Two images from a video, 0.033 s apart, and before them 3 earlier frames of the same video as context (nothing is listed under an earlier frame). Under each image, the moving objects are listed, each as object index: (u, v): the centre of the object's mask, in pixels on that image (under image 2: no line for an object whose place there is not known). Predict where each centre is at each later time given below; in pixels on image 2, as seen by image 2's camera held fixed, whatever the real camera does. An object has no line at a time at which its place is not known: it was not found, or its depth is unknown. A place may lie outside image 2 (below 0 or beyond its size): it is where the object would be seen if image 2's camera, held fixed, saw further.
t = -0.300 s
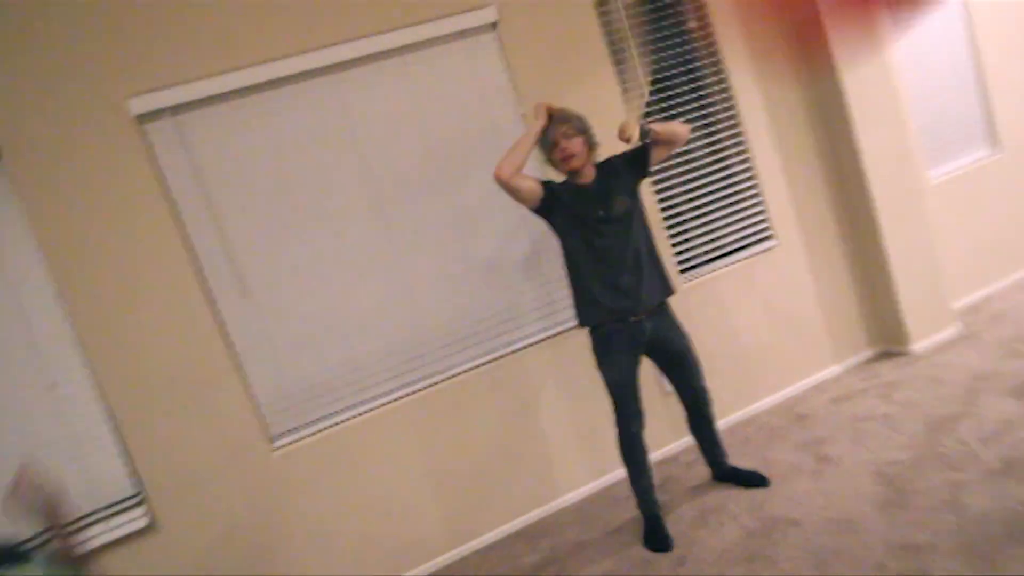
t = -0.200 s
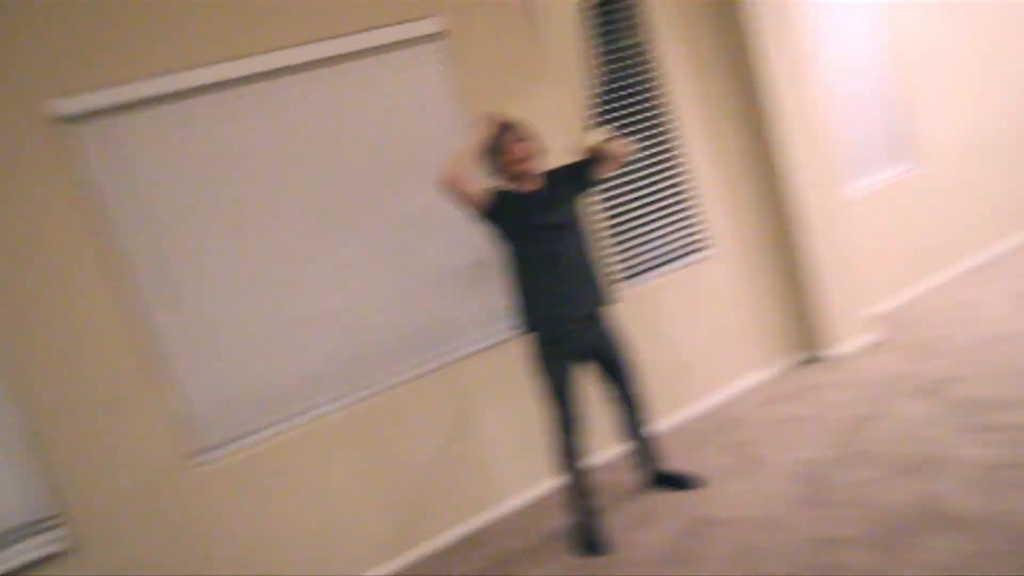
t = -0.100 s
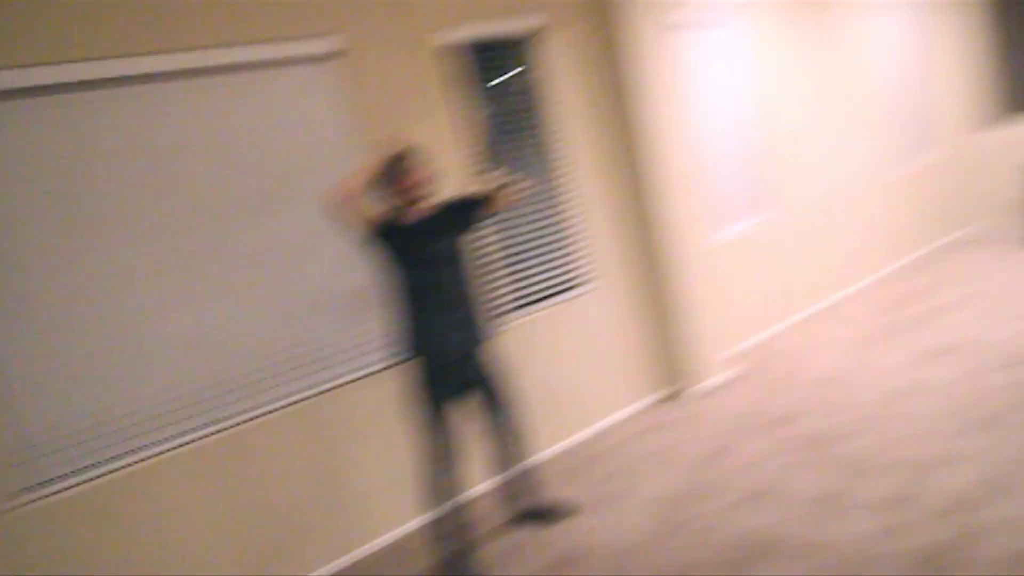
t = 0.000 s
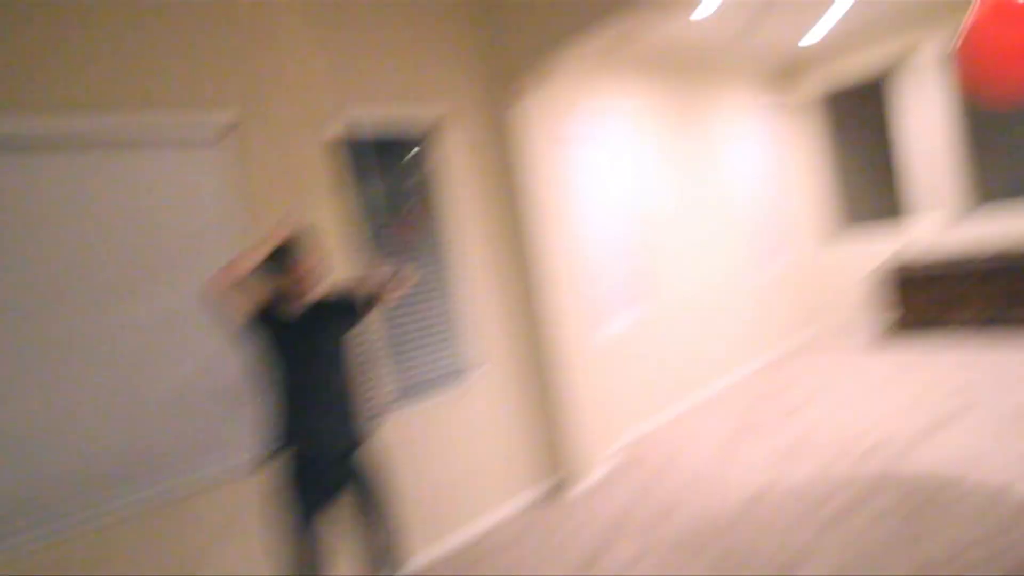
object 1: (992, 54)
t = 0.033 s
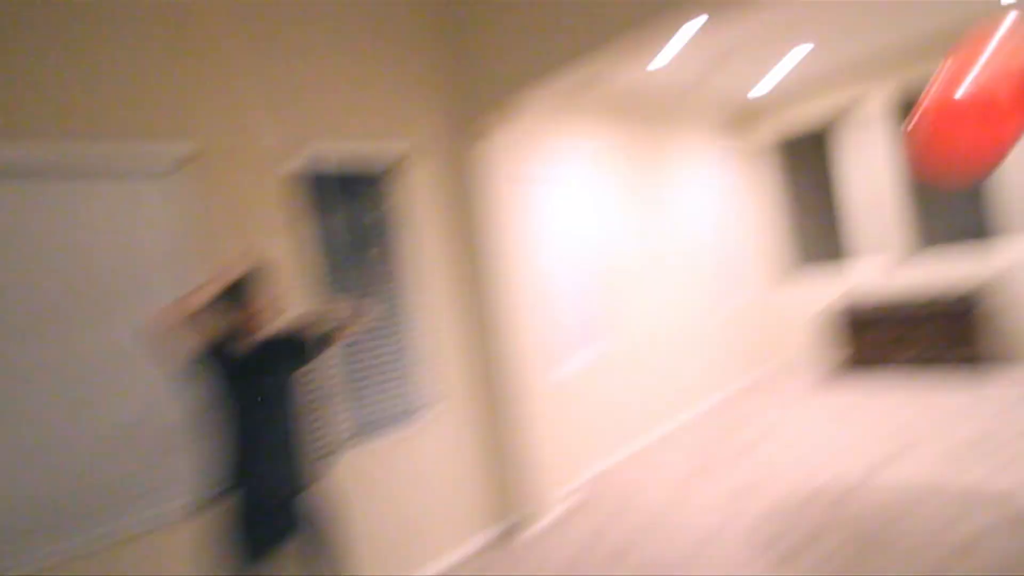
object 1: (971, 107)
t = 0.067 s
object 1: (1001, 124)
